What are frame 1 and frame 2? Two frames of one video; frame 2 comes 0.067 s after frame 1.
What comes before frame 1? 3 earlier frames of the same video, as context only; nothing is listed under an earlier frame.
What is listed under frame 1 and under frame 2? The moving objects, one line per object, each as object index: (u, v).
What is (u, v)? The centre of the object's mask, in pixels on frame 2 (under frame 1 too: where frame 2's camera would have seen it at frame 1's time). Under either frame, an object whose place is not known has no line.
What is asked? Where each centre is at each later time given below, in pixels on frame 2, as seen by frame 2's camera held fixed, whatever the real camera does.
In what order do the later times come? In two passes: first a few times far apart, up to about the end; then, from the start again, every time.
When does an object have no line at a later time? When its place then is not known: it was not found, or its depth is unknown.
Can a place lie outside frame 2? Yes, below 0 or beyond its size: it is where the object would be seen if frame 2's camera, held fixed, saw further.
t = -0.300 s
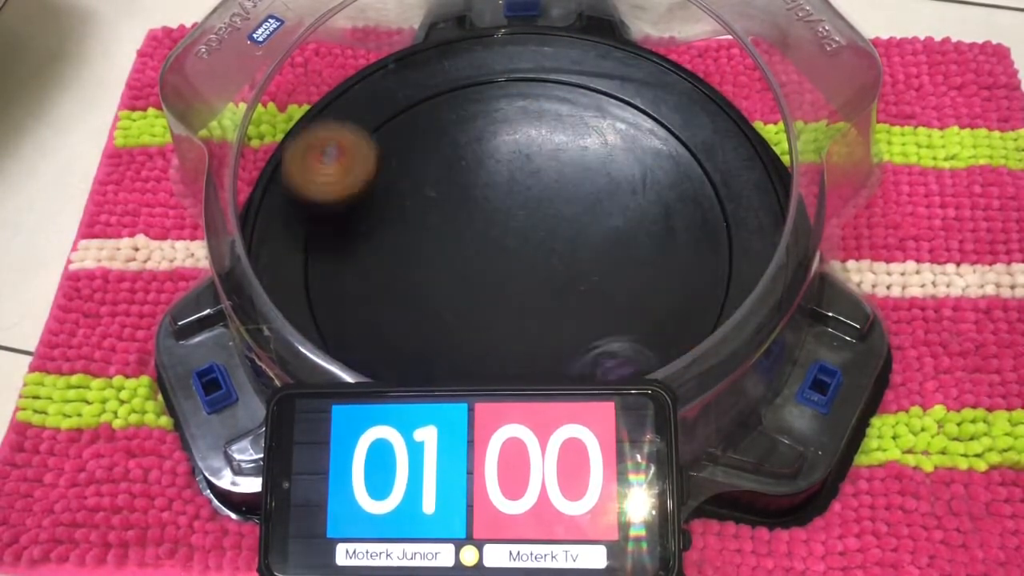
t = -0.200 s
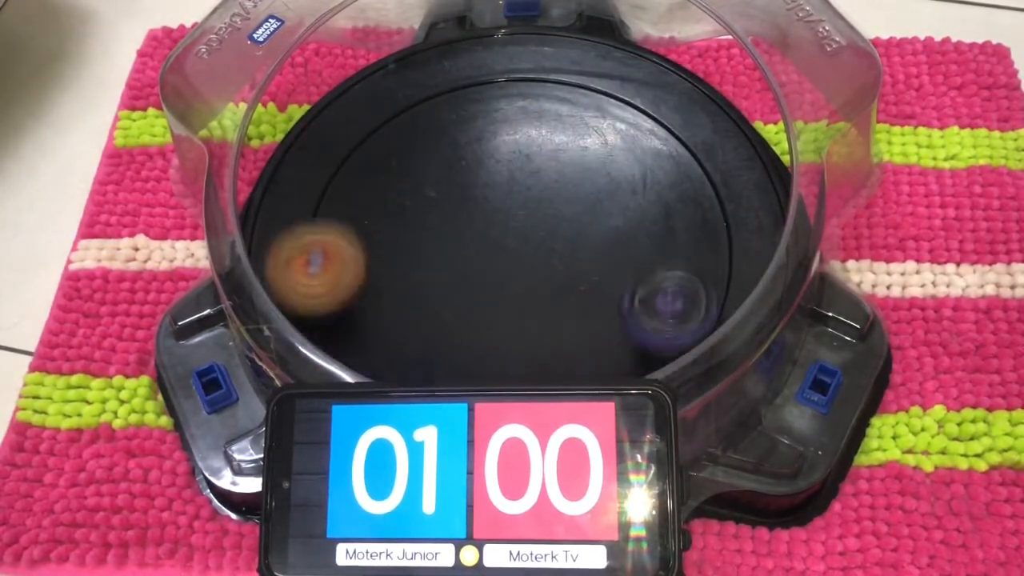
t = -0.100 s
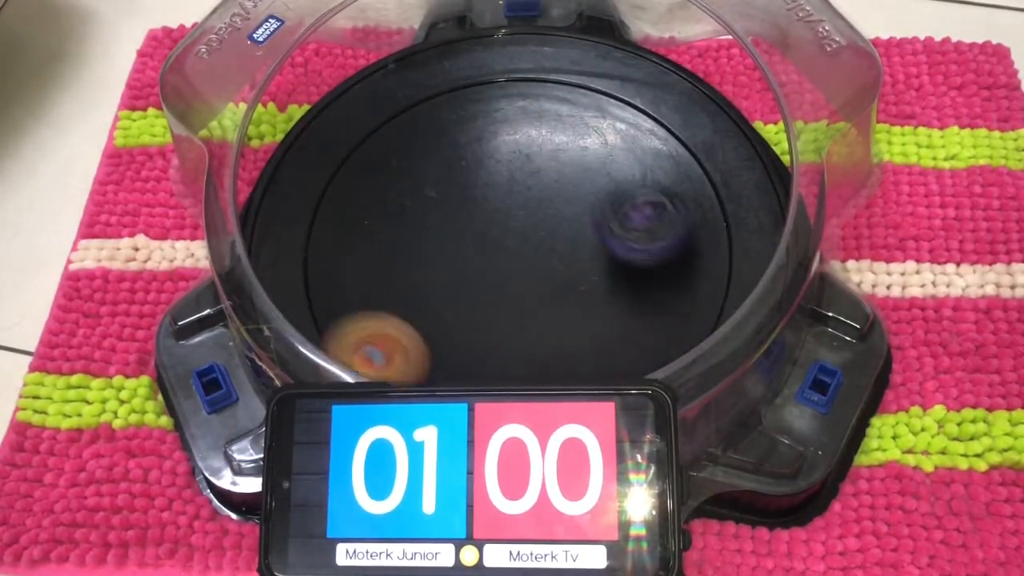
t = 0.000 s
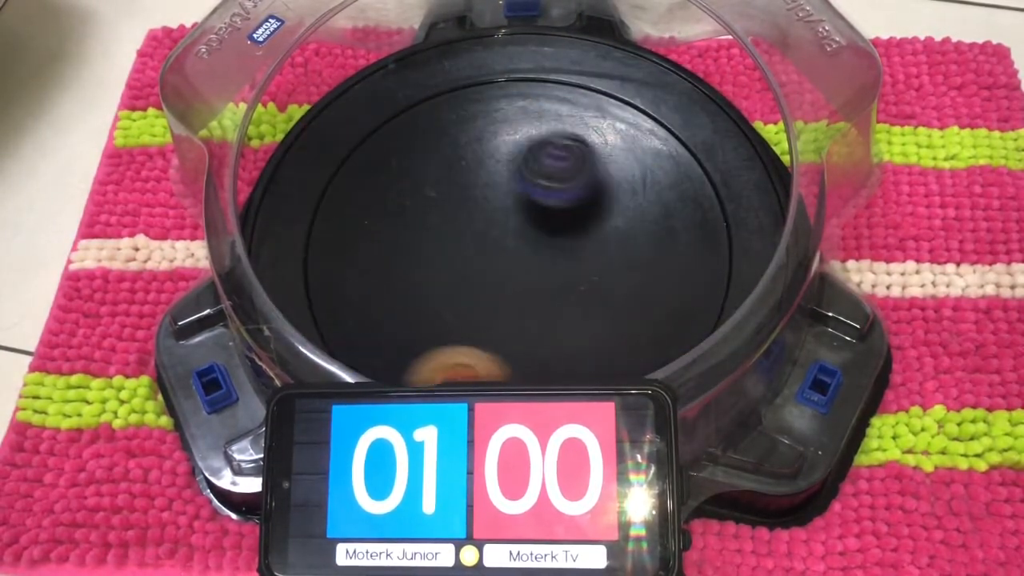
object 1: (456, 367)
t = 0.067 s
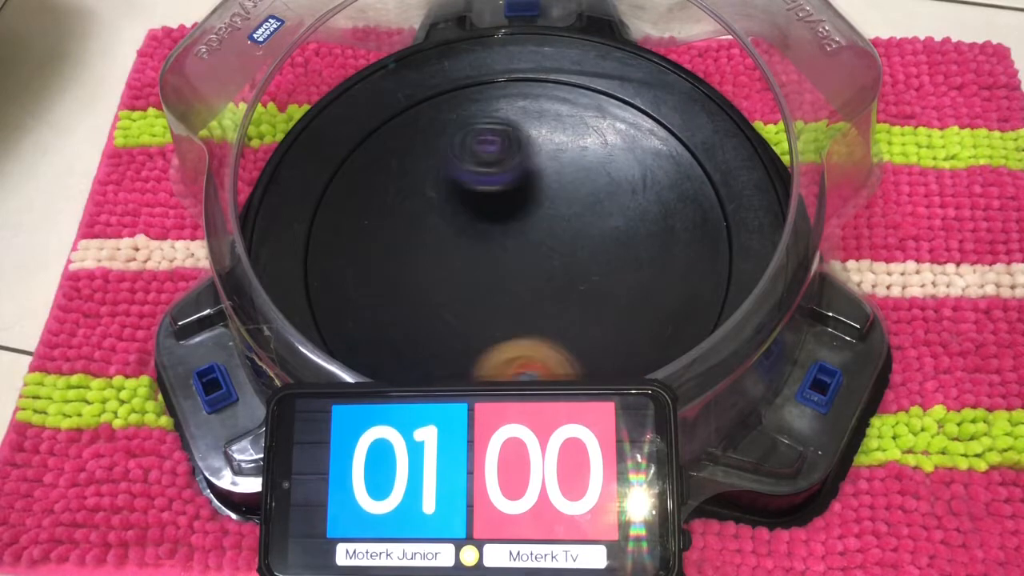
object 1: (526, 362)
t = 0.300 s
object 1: (651, 184)
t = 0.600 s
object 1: (370, 118)
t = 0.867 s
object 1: (404, 354)
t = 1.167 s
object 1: (725, 208)
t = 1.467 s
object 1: (412, 93)
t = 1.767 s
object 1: (427, 363)
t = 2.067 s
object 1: (719, 207)
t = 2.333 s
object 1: (470, 75)
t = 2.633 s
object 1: (360, 337)
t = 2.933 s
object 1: (700, 293)
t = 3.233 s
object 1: (517, 89)
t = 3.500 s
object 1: (315, 254)
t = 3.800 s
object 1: (602, 358)
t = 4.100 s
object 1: (625, 113)
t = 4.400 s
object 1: (342, 154)
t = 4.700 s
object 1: (471, 366)
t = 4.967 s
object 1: (712, 239)
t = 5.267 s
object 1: (498, 81)
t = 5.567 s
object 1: (335, 292)
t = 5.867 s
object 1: (615, 360)
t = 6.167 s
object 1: (655, 143)
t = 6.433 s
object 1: (407, 115)
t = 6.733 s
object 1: (367, 342)
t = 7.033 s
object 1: (670, 312)
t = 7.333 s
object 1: (601, 93)
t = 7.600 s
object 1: (366, 142)
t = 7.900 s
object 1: (430, 361)
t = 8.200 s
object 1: (705, 285)
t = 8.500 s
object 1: (572, 97)
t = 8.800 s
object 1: (336, 205)
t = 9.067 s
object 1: (436, 369)
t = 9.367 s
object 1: (686, 267)
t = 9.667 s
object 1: (541, 87)
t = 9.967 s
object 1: (334, 204)
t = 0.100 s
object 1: (561, 356)
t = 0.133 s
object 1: (592, 344)
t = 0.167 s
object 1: (619, 323)
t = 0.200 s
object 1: (640, 290)
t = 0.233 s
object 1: (653, 254)
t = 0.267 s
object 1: (655, 219)
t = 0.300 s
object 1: (651, 184)
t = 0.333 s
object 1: (639, 150)
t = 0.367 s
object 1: (620, 120)
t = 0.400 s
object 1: (593, 93)
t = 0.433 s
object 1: (564, 72)
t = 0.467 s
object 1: (527, 60)
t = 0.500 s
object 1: (487, 74)
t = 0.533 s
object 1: (448, 88)
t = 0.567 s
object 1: (409, 101)
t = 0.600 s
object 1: (370, 118)
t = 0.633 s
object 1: (345, 149)
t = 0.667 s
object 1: (325, 182)
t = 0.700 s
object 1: (314, 217)
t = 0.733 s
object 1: (314, 252)
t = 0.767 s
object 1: (322, 285)
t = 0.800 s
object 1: (342, 313)
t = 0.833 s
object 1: (371, 337)
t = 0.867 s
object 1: (404, 354)
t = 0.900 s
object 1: (446, 362)
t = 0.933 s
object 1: (498, 363)
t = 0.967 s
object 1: (550, 361)
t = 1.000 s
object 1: (598, 354)
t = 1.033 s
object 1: (639, 338)
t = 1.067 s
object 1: (674, 313)
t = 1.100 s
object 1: (704, 281)
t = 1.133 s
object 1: (723, 243)
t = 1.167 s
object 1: (725, 208)
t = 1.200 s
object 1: (705, 170)
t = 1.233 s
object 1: (686, 135)
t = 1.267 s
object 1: (656, 107)
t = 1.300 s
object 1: (613, 90)
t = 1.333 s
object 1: (572, 73)
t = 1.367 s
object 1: (530, 65)
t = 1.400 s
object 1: (487, 70)
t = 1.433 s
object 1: (449, 77)
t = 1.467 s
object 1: (412, 93)
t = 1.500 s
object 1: (380, 114)
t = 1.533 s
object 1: (353, 144)
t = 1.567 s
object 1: (334, 176)
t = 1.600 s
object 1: (324, 215)
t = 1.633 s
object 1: (324, 253)
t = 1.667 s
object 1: (336, 294)
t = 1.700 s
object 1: (360, 326)
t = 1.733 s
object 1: (392, 348)
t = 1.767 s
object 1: (427, 363)
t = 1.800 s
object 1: (473, 369)
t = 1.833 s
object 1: (528, 371)
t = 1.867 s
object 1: (582, 368)
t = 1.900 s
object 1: (624, 357)
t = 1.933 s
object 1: (657, 340)
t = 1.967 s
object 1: (686, 312)
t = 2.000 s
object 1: (710, 279)
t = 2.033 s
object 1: (721, 243)
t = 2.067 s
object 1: (719, 207)
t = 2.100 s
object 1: (708, 173)
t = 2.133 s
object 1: (689, 142)
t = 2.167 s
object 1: (663, 113)
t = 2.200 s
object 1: (630, 93)
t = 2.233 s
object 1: (593, 77)
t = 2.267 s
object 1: (552, 69)
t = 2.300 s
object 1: (509, 69)
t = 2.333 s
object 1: (470, 75)
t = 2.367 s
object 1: (434, 89)
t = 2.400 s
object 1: (400, 109)
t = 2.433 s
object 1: (370, 134)
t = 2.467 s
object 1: (346, 165)
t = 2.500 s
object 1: (328, 200)
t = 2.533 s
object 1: (318, 237)
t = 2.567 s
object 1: (318, 275)
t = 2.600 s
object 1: (332, 310)
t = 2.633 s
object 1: (360, 337)
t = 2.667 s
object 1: (394, 357)
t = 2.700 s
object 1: (429, 369)
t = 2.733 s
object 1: (478, 372)
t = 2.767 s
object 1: (529, 372)
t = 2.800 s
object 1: (579, 368)
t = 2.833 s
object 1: (616, 359)
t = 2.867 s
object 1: (659, 351)
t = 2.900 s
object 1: (677, 321)
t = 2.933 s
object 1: (700, 293)
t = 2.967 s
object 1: (714, 261)
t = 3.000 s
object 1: (714, 228)
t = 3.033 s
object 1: (704, 195)
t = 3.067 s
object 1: (685, 166)
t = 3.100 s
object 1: (661, 140)
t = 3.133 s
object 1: (629, 119)
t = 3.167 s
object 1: (595, 104)
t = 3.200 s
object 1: (557, 93)
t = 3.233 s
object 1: (517, 89)
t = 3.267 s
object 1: (479, 90)
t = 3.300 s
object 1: (439, 97)
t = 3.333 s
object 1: (405, 108)
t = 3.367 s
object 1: (373, 126)
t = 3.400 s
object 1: (345, 151)
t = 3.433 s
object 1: (321, 179)
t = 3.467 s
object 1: (315, 215)
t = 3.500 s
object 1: (315, 254)
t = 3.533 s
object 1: (322, 290)
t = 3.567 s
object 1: (339, 318)
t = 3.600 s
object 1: (366, 341)
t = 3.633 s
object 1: (395, 358)
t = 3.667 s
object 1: (427, 367)
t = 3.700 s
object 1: (469, 371)
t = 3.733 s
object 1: (514, 370)
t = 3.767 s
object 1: (559, 366)
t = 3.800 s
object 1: (602, 358)
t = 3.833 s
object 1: (635, 344)
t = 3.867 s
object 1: (663, 322)
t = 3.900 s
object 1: (685, 292)
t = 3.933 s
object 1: (695, 257)
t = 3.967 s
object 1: (697, 224)
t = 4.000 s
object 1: (689, 192)
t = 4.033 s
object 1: (673, 162)
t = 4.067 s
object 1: (651, 136)
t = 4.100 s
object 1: (625, 113)
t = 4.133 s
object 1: (595, 95)
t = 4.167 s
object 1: (561, 82)
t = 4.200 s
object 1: (526, 75)
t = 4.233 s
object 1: (489, 72)
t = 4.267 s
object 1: (453, 77)
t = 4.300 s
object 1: (419, 86)
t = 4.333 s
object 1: (389, 104)
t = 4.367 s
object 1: (363, 127)
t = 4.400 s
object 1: (342, 154)
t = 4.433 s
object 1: (324, 185)
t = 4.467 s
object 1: (315, 218)
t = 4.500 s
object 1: (314, 253)
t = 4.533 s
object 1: (323, 286)
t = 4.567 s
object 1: (342, 314)
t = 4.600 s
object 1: (369, 337)
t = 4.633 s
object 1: (399, 354)
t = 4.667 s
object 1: (432, 363)
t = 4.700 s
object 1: (471, 366)
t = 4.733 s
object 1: (517, 366)
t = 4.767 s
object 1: (560, 363)
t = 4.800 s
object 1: (600, 357)
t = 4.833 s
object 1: (633, 345)
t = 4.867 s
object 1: (662, 326)
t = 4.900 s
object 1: (687, 301)
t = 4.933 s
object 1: (705, 272)
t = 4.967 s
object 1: (712, 239)
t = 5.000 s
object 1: (710, 209)
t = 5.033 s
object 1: (700, 179)
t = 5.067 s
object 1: (685, 152)
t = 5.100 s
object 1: (662, 128)
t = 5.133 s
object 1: (635, 107)
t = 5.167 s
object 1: (602, 92)
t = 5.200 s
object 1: (569, 84)
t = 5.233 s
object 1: (534, 80)
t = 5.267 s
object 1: (498, 81)
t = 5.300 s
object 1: (464, 88)
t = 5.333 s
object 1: (433, 100)
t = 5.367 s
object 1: (403, 118)
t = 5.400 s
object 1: (378, 140)
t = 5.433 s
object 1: (357, 167)
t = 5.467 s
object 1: (342, 195)
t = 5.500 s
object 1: (333, 226)
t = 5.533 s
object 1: (330, 258)
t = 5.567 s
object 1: (335, 292)
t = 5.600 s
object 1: (350, 320)
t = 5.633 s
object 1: (374, 341)
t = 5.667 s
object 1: (398, 357)
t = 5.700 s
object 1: (424, 367)
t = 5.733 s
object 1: (456, 372)
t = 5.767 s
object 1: (499, 373)
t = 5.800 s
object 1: (541, 372)
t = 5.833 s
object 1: (580, 368)
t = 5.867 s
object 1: (615, 360)
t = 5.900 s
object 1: (643, 348)
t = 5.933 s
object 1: (666, 330)
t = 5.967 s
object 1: (688, 307)
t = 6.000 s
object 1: (704, 280)
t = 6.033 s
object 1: (710, 249)
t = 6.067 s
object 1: (705, 219)
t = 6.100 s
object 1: (694, 190)
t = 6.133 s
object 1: (677, 166)
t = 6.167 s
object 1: (655, 143)
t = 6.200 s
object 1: (629, 125)
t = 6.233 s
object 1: (599, 112)
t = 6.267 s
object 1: (569, 103)
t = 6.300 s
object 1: (536, 96)
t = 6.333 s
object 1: (503, 94)
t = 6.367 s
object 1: (469, 97)
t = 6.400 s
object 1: (438, 104)
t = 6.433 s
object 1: (407, 115)
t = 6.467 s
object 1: (380, 133)
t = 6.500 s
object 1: (356, 154)
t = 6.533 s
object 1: (337, 179)
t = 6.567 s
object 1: (322, 206)
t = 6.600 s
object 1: (313, 236)
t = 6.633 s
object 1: (313, 268)
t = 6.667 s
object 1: (323, 295)
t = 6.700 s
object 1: (342, 321)
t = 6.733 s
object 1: (367, 342)
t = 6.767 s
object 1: (395, 357)
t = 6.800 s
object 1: (424, 366)
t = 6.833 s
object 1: (463, 369)
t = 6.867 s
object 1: (507, 368)
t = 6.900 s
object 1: (548, 366)
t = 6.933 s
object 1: (589, 360)
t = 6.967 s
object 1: (618, 350)
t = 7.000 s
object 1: (646, 334)
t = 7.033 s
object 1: (670, 312)
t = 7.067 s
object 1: (687, 287)
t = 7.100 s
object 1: (697, 256)
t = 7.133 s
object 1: (698, 227)
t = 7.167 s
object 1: (694, 200)
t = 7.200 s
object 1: (684, 173)
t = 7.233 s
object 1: (669, 148)
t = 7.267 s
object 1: (649, 127)
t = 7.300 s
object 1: (626, 109)
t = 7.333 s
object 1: (601, 93)
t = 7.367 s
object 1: (573, 82)
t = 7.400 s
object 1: (541, 76)
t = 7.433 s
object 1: (508, 73)
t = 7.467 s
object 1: (475, 77)
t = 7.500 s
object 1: (442, 86)
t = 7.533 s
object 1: (414, 100)
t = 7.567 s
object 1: (387, 118)
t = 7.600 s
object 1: (366, 142)
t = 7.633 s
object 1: (348, 167)
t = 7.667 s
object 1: (337, 196)
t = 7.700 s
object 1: (332, 227)
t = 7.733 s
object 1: (332, 256)
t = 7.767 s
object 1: (339, 286)
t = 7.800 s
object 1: (355, 314)
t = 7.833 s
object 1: (376, 336)
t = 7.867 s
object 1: (401, 351)
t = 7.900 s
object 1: (430, 361)
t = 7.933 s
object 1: (465, 366)
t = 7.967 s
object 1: (504, 367)
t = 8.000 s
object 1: (544, 367)
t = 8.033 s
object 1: (580, 363)
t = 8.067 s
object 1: (613, 358)
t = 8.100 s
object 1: (649, 352)
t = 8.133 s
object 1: (665, 331)
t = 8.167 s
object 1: (686, 309)
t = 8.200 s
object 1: (705, 285)
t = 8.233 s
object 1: (715, 259)
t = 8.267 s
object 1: (717, 231)
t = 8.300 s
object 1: (710, 204)
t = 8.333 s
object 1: (698, 179)
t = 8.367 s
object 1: (680, 156)
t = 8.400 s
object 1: (659, 136)
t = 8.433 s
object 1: (634, 118)
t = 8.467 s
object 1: (603, 106)
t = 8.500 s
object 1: (572, 97)
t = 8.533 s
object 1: (541, 93)
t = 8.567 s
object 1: (506, 93)
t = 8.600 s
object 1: (473, 99)
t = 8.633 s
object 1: (443, 106)
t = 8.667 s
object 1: (414, 119)
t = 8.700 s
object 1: (389, 137)
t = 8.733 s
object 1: (367, 157)
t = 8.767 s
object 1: (349, 180)
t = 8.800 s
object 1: (336, 205)
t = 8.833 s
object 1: (327, 232)
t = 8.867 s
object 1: (324, 261)
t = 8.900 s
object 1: (327, 289)
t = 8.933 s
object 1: (340, 313)
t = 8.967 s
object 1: (360, 334)
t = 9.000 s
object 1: (382, 350)
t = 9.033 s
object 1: (407, 362)
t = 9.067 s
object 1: (436, 369)
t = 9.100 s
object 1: (473, 371)
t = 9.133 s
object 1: (512, 370)
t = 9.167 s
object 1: (549, 367)
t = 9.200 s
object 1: (586, 361)
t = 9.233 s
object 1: (613, 353)
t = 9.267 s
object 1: (639, 339)
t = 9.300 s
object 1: (661, 320)
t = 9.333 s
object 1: (678, 295)
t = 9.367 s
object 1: (686, 267)
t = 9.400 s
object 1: (687, 239)
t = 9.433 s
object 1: (684, 212)
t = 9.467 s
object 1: (673, 186)
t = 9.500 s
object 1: (661, 162)
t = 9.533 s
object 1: (643, 142)
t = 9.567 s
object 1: (622, 123)
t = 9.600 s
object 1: (597, 108)
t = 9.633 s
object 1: (570, 96)
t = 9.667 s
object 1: (541, 87)
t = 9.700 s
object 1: (511, 83)
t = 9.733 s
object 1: (481, 83)
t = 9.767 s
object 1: (451, 89)
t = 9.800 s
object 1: (423, 99)
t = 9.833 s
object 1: (398, 111)
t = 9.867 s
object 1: (375, 130)
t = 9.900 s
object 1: (357, 152)
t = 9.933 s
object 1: (344, 177)
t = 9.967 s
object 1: (334, 204)
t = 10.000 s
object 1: (331, 232)
